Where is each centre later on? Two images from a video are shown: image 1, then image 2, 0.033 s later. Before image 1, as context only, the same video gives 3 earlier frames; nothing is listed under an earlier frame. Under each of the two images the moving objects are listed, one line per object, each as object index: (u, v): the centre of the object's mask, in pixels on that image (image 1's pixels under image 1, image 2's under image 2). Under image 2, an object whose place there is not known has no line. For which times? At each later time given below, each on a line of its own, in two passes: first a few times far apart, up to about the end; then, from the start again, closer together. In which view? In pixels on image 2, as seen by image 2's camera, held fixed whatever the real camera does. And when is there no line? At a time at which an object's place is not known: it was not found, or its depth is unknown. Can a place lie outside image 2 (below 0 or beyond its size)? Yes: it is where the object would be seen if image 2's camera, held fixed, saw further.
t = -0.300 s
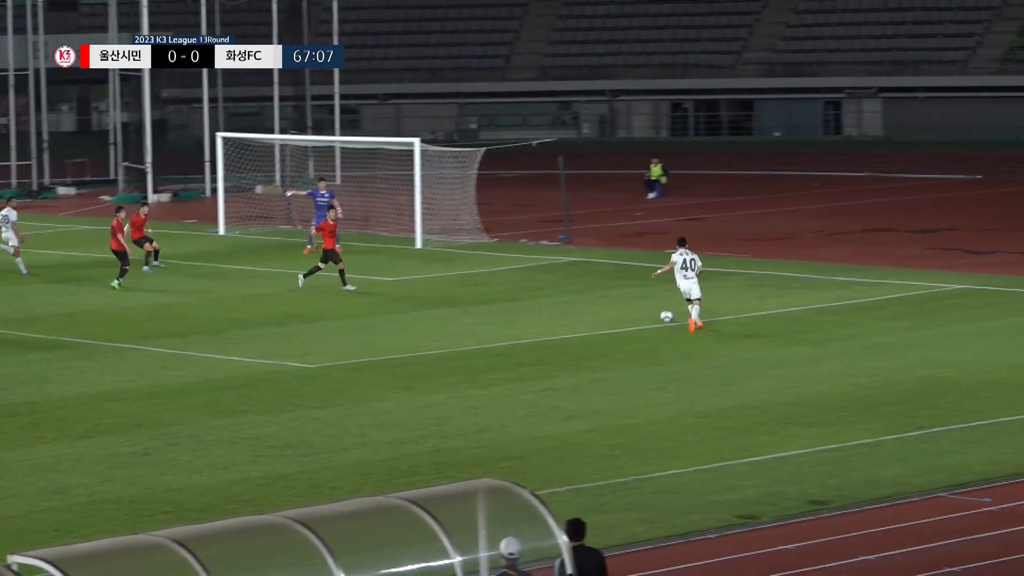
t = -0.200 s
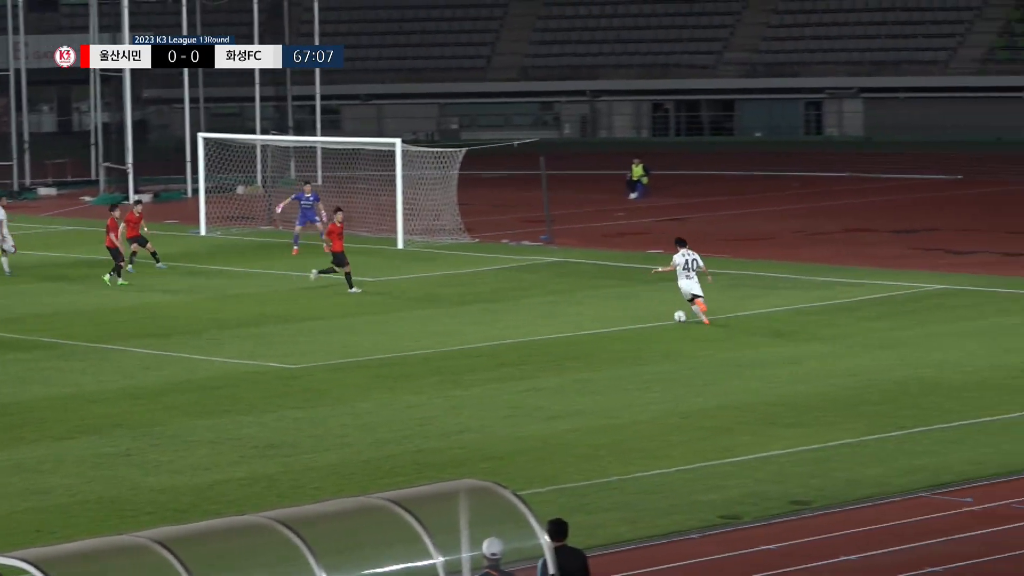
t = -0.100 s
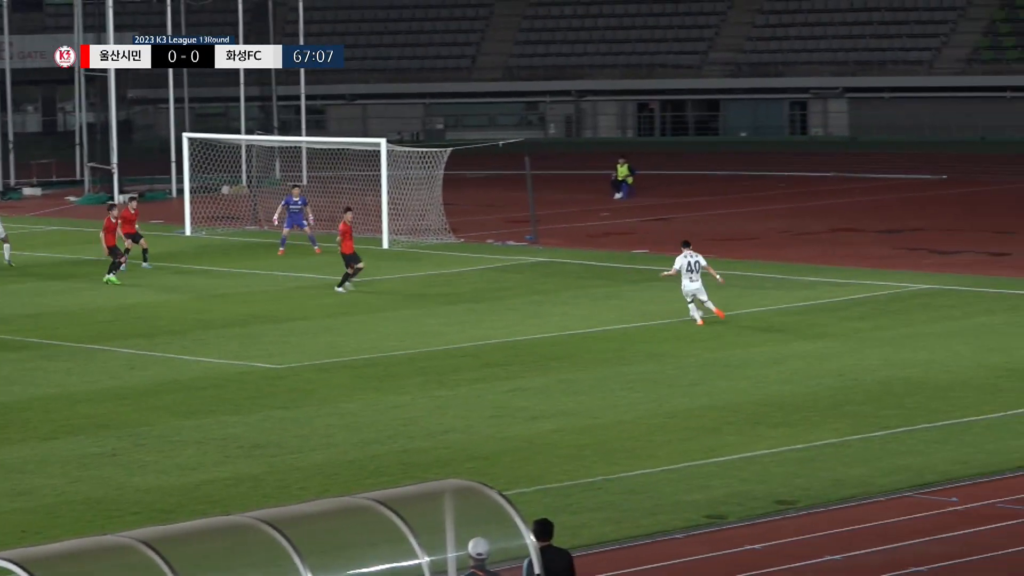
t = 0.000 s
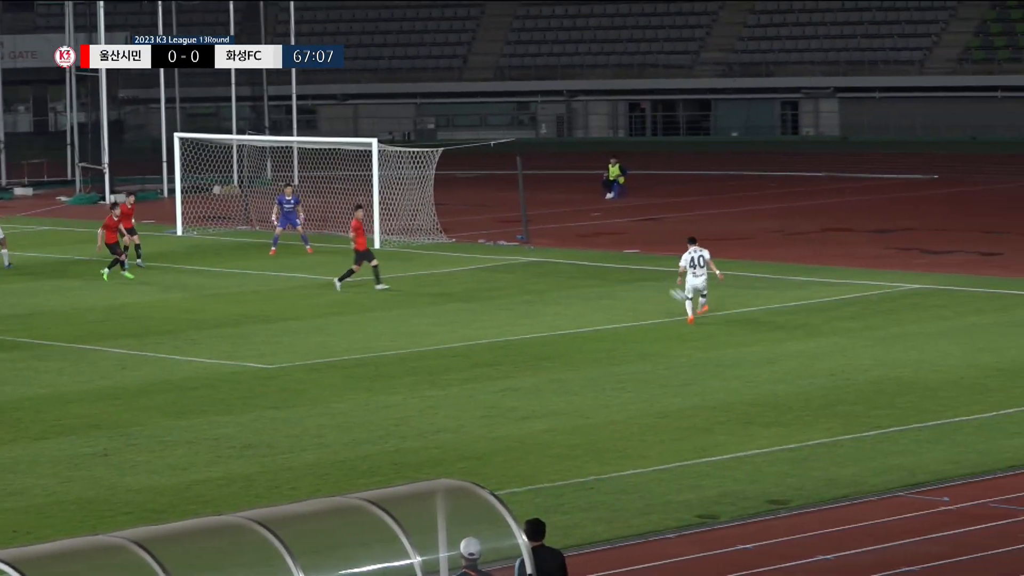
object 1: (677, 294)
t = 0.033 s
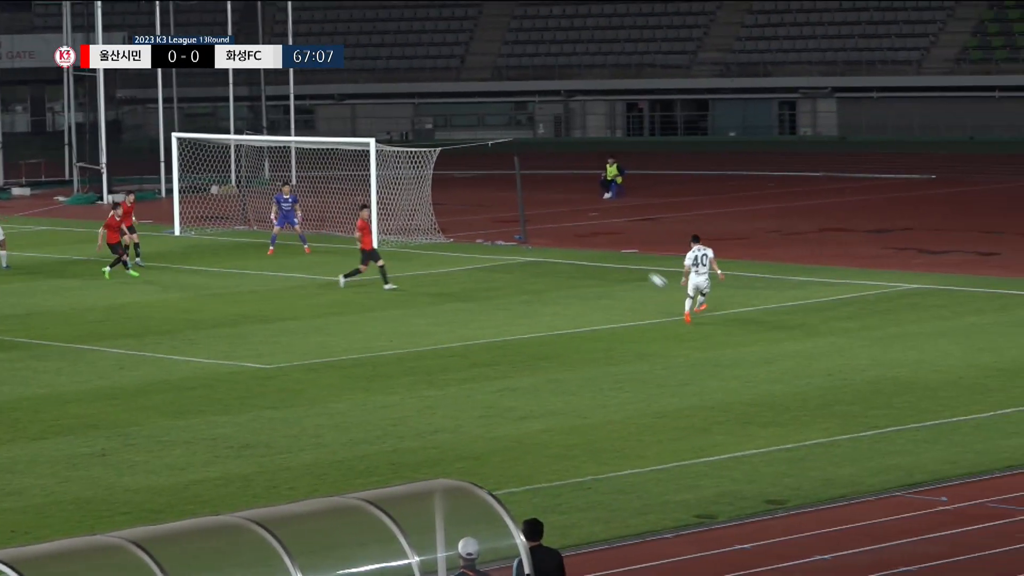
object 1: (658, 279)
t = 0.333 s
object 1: (494, 181)
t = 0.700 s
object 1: (316, 130)
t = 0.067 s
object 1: (638, 266)
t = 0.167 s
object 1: (582, 229)
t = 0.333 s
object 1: (494, 181)
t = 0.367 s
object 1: (477, 173)
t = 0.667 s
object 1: (332, 132)
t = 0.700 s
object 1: (316, 130)
